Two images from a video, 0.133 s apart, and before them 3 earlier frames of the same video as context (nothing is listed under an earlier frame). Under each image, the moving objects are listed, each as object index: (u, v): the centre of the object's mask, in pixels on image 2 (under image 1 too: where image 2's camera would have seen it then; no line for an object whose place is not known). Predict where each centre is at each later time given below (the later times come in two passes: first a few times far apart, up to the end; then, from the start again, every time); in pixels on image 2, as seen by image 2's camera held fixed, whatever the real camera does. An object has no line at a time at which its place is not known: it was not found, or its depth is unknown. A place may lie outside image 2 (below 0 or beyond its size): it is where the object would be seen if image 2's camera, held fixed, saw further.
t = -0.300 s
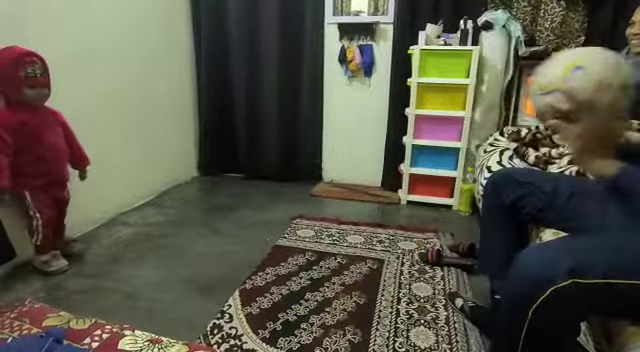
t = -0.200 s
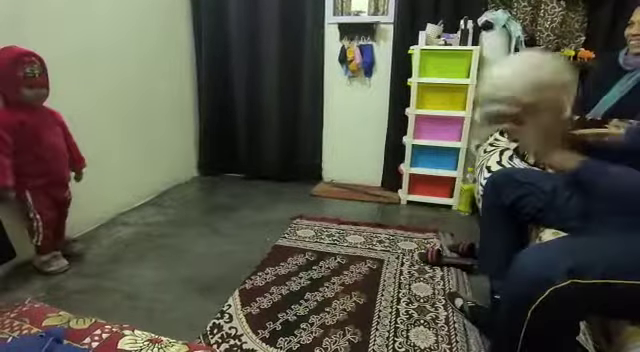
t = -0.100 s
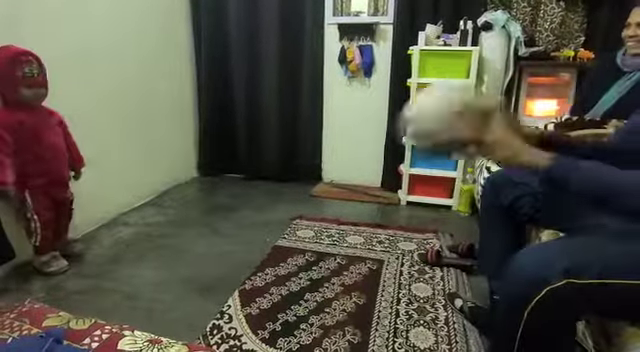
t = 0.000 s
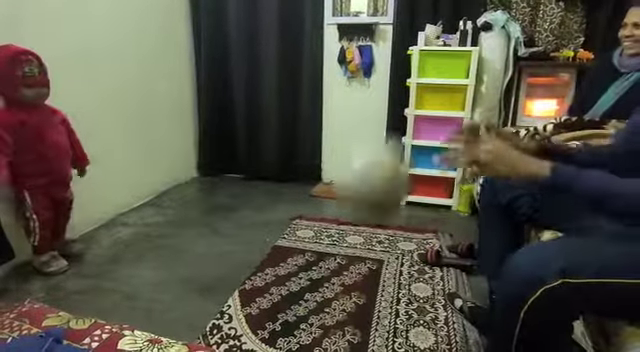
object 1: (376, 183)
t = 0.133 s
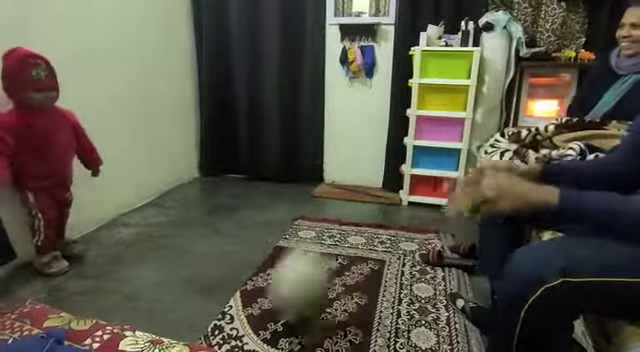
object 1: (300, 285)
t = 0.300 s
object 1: (249, 219)
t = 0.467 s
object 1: (206, 181)
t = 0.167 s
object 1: (288, 302)
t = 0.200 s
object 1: (276, 275)
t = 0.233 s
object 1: (267, 253)
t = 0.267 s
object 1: (257, 231)
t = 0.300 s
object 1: (249, 219)
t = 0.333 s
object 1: (238, 204)
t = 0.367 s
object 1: (228, 195)
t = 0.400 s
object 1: (221, 188)
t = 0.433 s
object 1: (211, 181)
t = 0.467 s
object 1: (206, 181)
